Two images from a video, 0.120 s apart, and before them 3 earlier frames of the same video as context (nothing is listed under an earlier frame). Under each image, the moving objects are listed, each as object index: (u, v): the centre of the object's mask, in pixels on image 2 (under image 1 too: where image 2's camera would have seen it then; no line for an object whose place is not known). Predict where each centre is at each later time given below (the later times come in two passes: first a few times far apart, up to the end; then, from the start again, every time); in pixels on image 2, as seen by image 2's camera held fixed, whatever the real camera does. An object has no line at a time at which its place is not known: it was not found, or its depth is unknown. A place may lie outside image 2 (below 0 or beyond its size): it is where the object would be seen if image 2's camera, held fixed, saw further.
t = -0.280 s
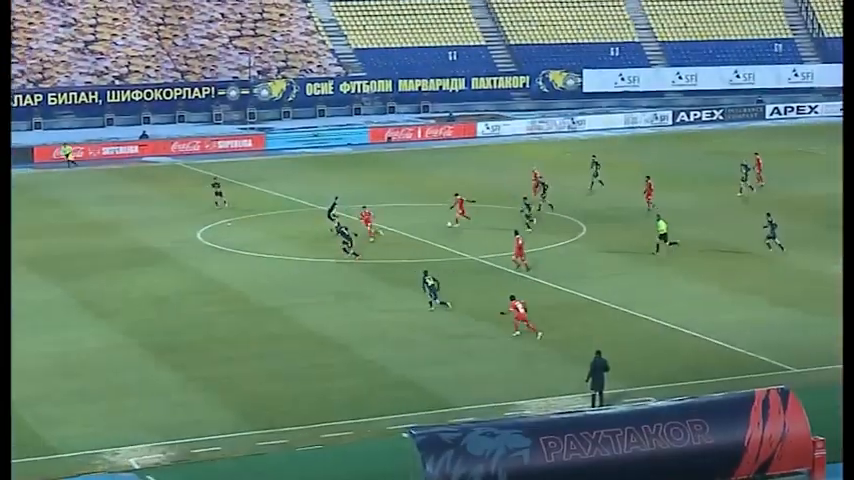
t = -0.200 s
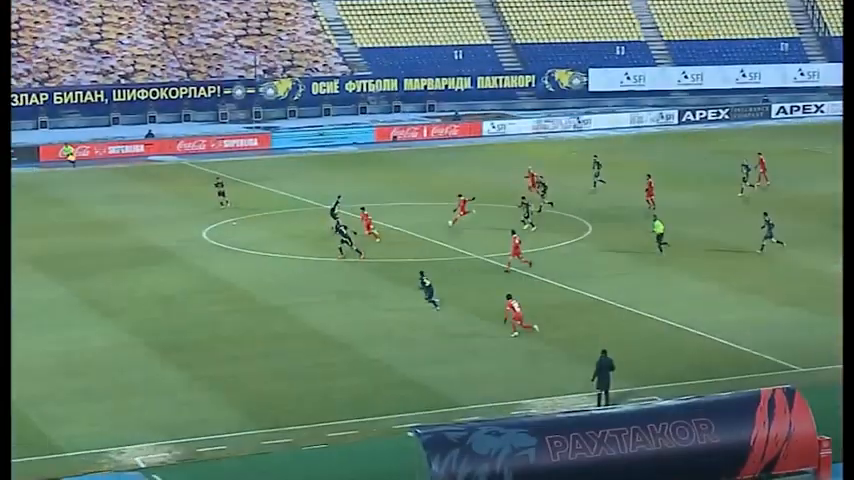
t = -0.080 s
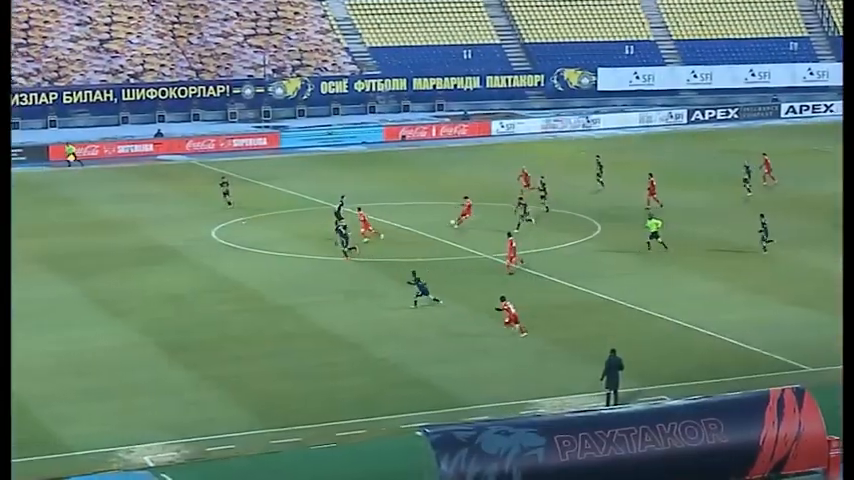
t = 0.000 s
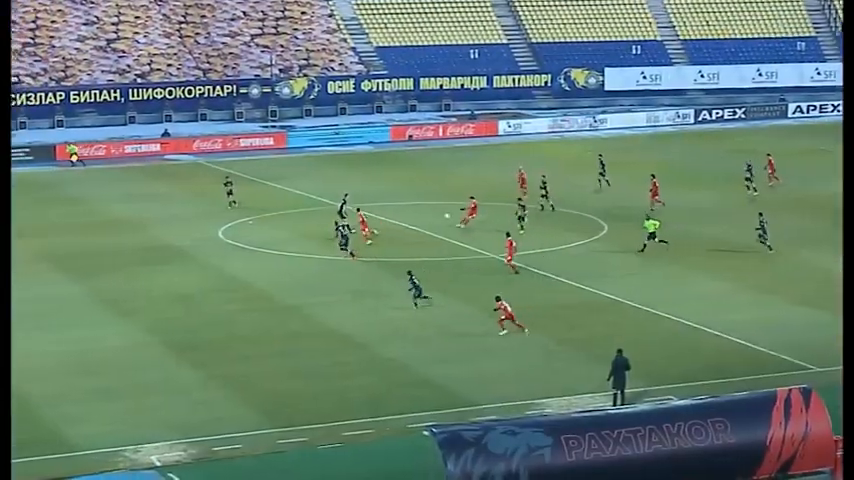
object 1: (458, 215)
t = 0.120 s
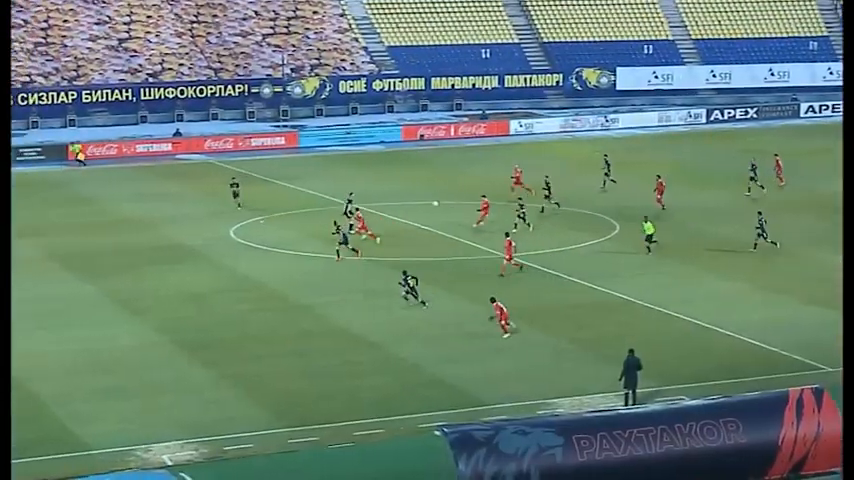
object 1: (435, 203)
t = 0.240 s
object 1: (411, 192)
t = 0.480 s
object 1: (361, 175)
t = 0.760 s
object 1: (300, 165)
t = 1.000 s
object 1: (245, 166)
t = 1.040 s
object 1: (236, 166)
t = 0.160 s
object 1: (427, 200)
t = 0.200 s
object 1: (419, 196)
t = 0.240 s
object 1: (411, 192)
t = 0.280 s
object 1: (403, 189)
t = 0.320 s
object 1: (395, 186)
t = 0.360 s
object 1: (386, 183)
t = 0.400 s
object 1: (378, 180)
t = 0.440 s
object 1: (370, 178)
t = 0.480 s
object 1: (361, 175)
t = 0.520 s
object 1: (353, 173)
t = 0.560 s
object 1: (344, 172)
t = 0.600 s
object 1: (336, 170)
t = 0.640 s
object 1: (327, 168)
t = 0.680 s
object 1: (318, 167)
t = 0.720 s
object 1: (309, 166)
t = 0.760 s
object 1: (300, 165)
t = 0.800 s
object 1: (292, 165)
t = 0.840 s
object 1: (283, 164)
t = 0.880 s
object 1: (273, 164)
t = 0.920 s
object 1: (264, 164)
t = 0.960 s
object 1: (255, 165)
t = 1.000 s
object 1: (245, 166)
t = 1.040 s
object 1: (236, 166)
